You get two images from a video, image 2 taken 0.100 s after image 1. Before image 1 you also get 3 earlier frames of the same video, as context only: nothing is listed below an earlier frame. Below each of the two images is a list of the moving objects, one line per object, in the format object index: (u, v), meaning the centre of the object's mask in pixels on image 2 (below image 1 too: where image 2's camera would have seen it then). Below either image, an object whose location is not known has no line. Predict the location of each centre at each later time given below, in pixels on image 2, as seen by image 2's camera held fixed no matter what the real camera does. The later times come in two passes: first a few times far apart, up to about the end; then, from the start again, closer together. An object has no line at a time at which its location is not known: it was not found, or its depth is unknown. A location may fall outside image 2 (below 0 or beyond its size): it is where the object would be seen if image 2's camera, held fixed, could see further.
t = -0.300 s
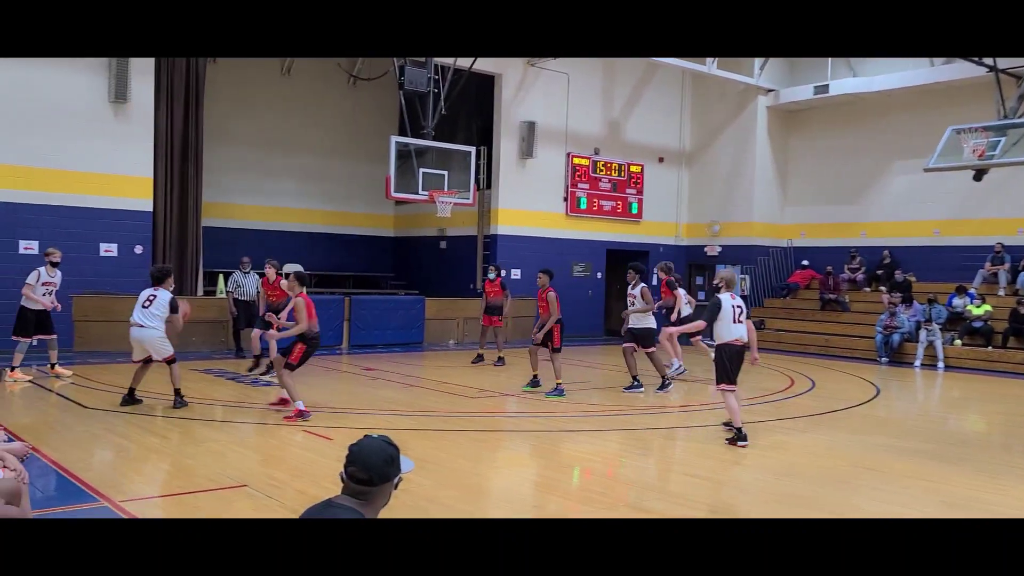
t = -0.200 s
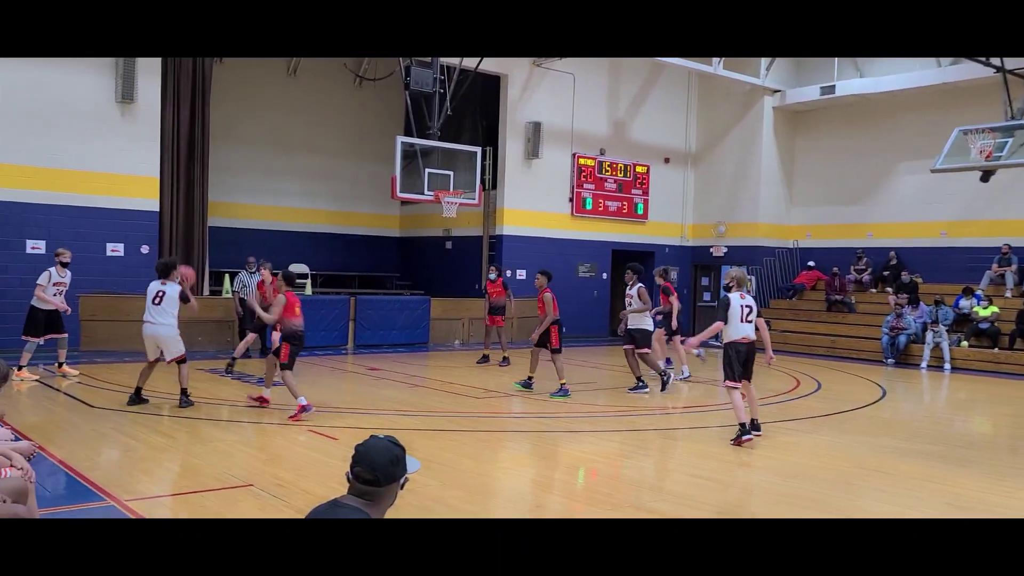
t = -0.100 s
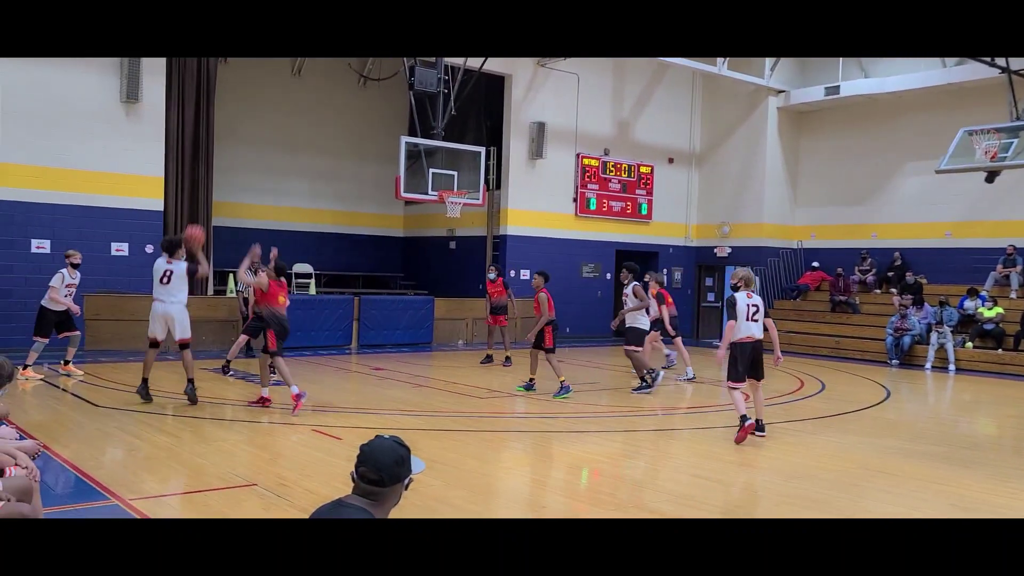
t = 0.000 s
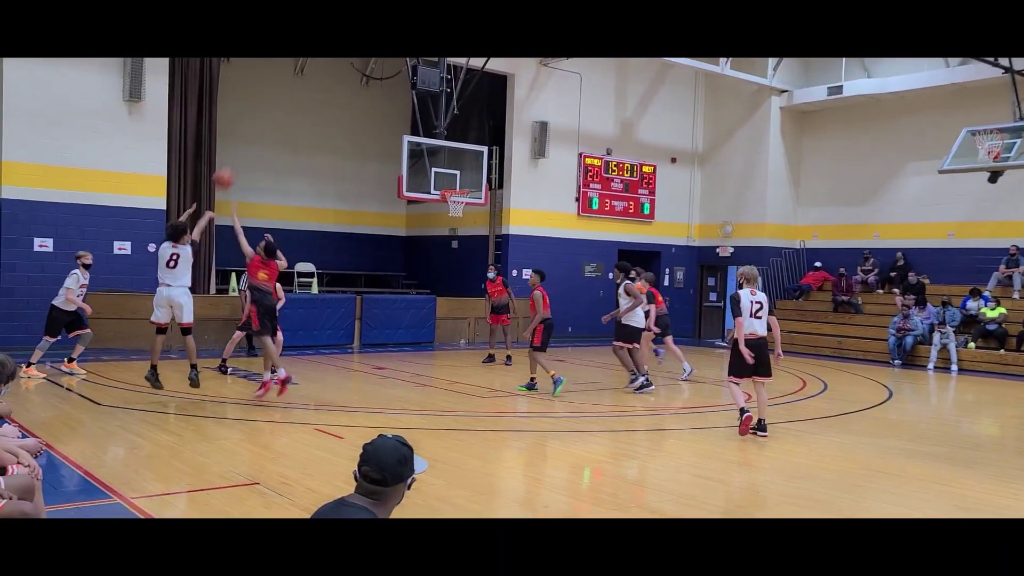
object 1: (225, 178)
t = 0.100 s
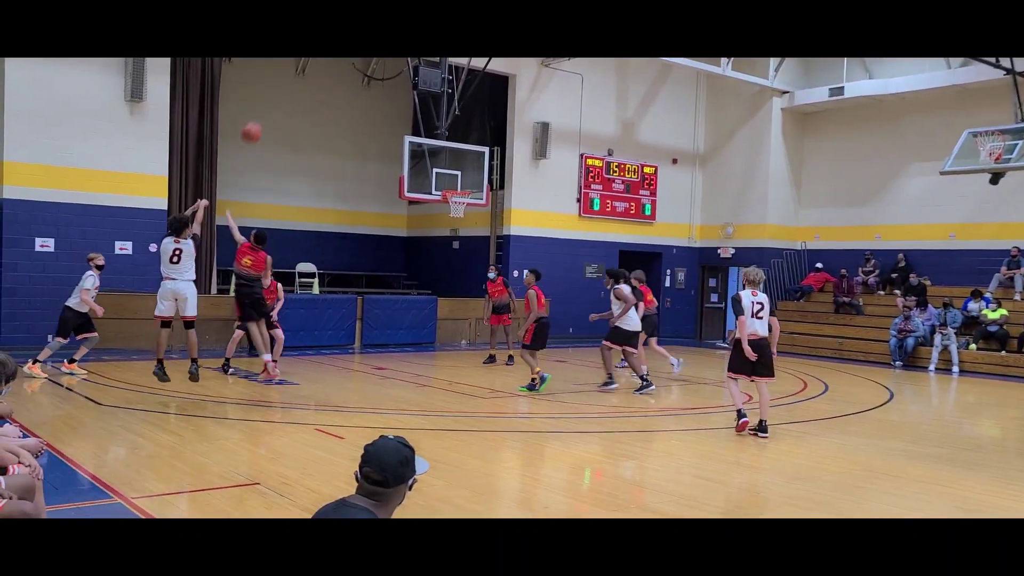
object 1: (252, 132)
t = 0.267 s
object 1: (291, 78)
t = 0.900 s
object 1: (401, 74)
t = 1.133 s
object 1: (429, 129)
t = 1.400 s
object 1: (463, 170)
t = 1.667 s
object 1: (510, 149)
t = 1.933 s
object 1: (552, 165)
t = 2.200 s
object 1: (590, 215)
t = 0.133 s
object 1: (260, 119)
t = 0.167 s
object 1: (269, 108)
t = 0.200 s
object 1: (276, 97)
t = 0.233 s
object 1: (284, 87)
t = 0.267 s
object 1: (291, 78)
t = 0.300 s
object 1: (298, 71)
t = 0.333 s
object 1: (305, 66)
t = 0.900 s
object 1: (401, 74)
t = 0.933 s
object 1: (405, 80)
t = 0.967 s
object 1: (410, 86)
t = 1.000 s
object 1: (414, 94)
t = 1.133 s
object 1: (429, 129)
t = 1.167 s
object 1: (433, 139)
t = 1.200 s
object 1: (436, 150)
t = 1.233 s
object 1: (439, 160)
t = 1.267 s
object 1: (443, 171)
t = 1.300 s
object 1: (446, 184)
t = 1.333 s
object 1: (450, 183)
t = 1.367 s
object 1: (457, 176)
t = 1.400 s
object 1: (463, 170)
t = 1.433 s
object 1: (470, 165)
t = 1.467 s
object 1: (476, 161)
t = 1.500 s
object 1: (480, 158)
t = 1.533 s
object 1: (487, 155)
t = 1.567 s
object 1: (493, 152)
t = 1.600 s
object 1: (498, 151)
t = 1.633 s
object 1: (505, 149)
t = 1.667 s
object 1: (510, 149)
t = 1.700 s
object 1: (515, 149)
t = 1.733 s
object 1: (521, 150)
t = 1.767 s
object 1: (526, 151)
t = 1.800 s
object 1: (531, 153)
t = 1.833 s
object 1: (536, 155)
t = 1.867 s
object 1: (542, 157)
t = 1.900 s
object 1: (547, 161)
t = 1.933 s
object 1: (552, 165)
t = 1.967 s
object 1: (557, 170)
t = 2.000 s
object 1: (562, 175)
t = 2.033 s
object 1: (567, 180)
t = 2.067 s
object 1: (572, 186)
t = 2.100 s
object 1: (576, 194)
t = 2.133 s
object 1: (580, 200)
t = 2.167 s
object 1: (584, 204)
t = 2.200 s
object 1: (590, 215)
